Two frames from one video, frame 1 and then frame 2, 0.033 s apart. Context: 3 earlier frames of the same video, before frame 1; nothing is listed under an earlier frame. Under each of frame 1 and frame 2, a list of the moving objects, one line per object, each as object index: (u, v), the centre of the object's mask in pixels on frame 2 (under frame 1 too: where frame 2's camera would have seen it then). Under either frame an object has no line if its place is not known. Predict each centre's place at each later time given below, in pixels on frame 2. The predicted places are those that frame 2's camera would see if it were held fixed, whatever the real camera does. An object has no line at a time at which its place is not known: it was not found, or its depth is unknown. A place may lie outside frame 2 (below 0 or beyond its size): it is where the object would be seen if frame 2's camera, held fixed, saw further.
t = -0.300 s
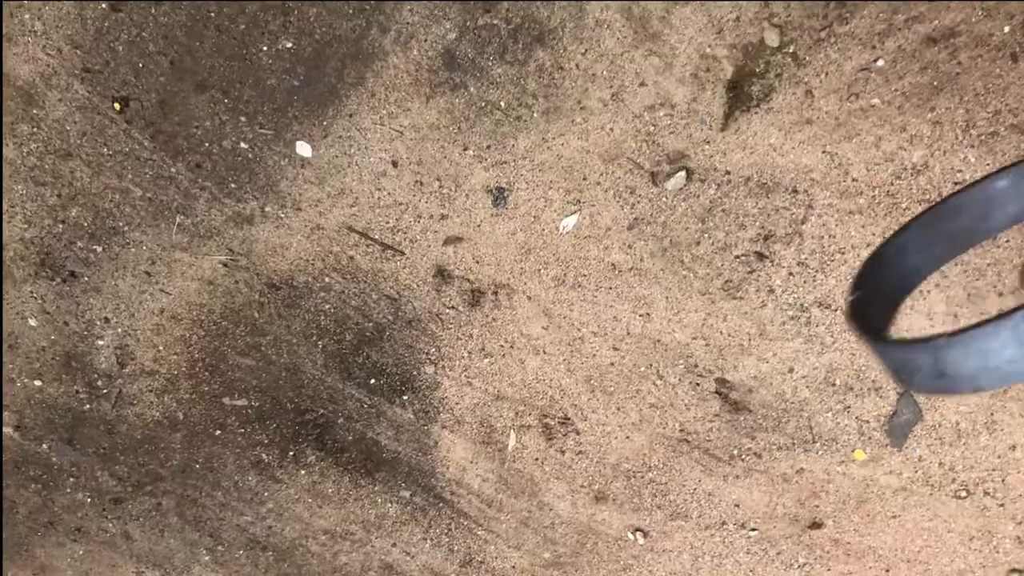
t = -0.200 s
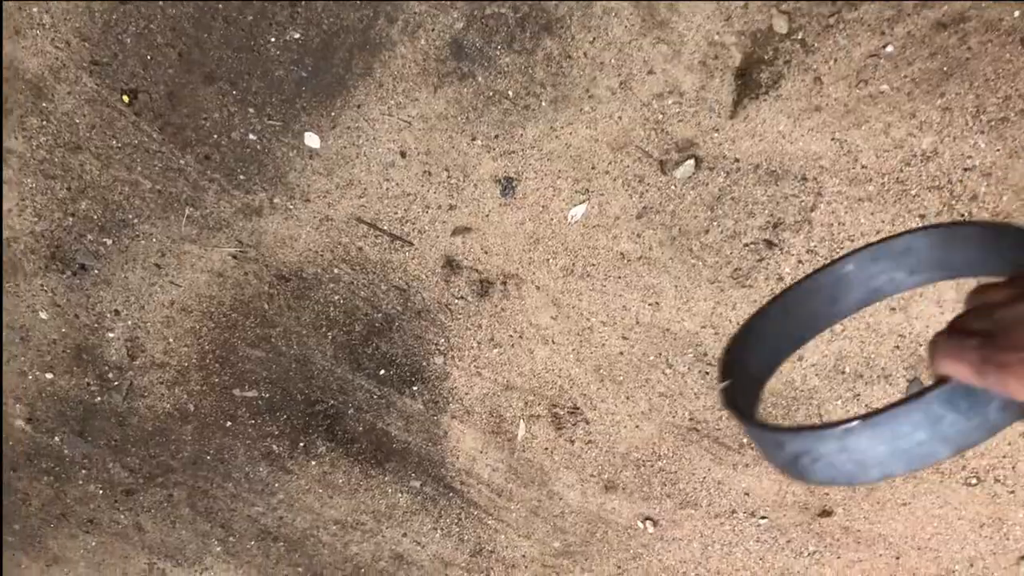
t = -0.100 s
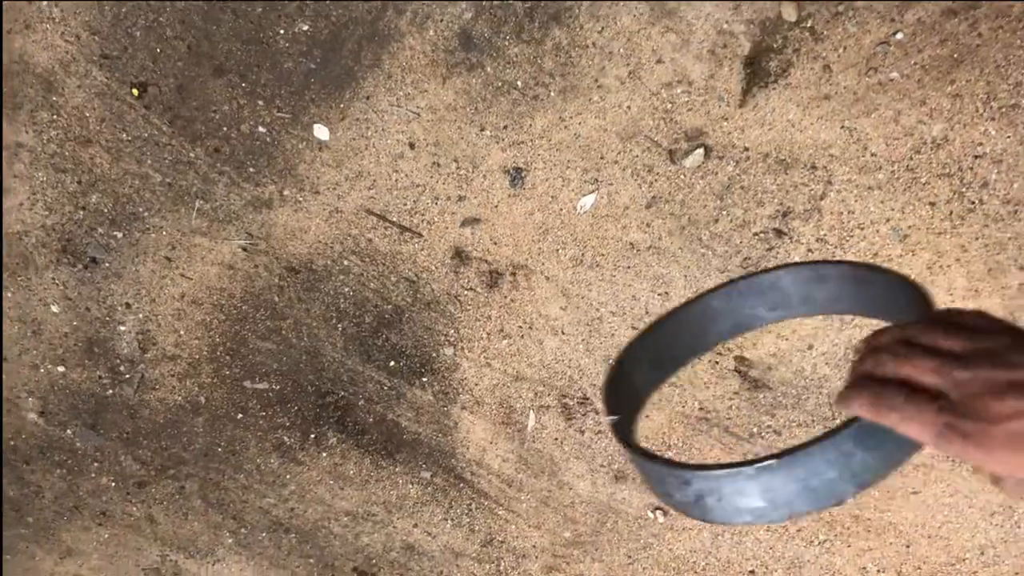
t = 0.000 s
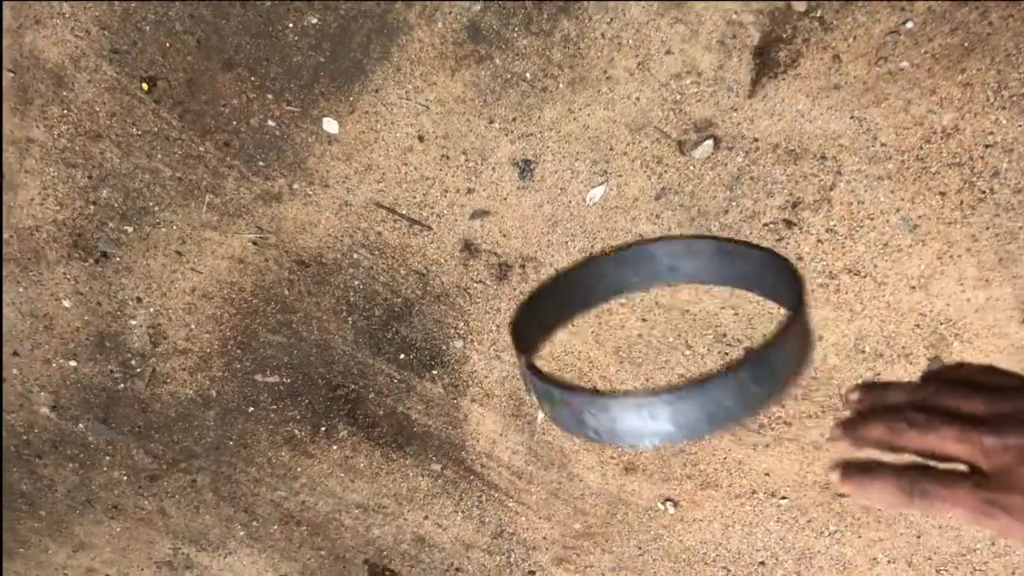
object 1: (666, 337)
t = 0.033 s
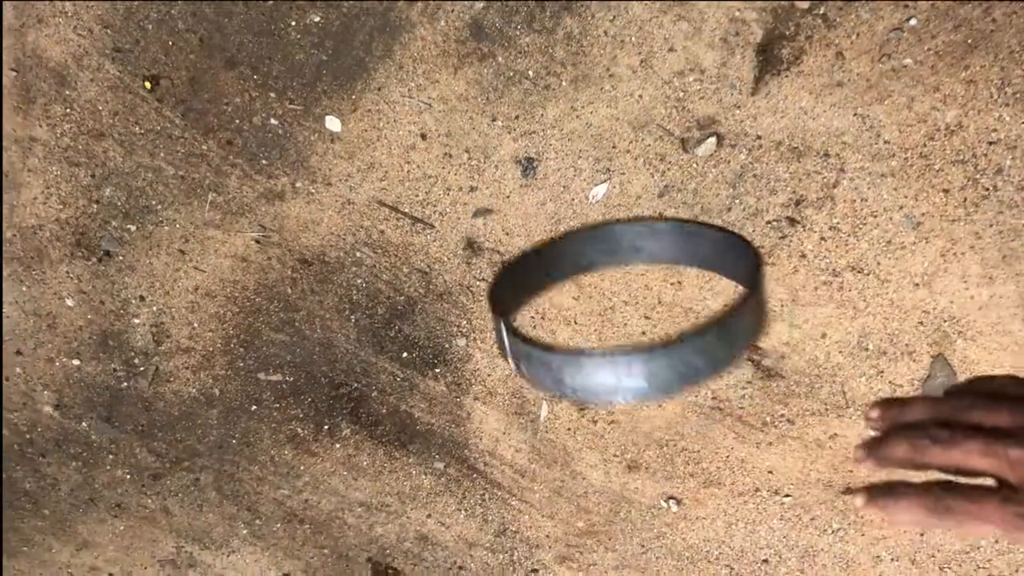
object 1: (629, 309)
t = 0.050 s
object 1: (613, 292)
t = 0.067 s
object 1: (596, 276)
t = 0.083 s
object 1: (582, 259)
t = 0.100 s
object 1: (569, 241)
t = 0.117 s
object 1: (557, 223)
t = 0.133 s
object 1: (546, 206)
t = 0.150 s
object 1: (537, 189)
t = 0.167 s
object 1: (528, 171)
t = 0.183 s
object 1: (520, 155)
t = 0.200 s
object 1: (514, 138)
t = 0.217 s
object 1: (508, 125)
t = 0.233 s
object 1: (507, 127)
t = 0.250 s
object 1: (506, 127)
